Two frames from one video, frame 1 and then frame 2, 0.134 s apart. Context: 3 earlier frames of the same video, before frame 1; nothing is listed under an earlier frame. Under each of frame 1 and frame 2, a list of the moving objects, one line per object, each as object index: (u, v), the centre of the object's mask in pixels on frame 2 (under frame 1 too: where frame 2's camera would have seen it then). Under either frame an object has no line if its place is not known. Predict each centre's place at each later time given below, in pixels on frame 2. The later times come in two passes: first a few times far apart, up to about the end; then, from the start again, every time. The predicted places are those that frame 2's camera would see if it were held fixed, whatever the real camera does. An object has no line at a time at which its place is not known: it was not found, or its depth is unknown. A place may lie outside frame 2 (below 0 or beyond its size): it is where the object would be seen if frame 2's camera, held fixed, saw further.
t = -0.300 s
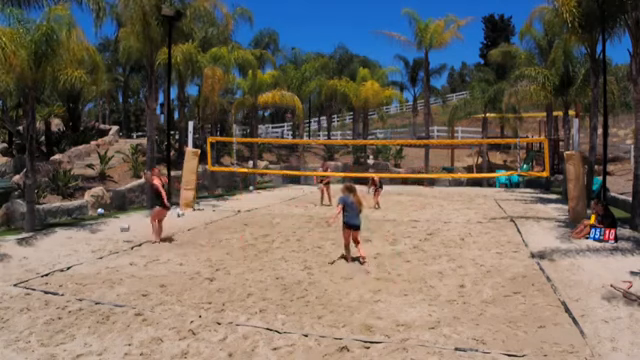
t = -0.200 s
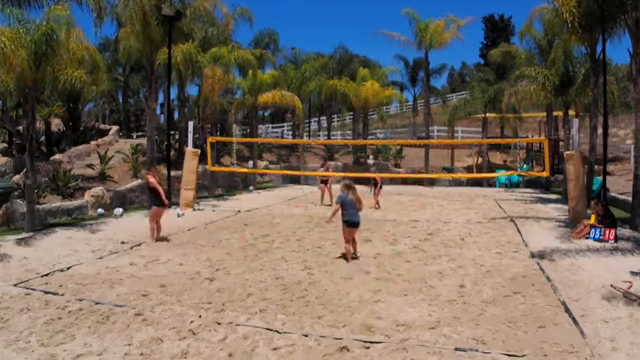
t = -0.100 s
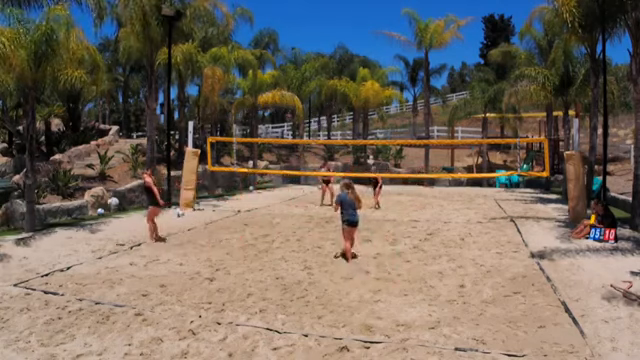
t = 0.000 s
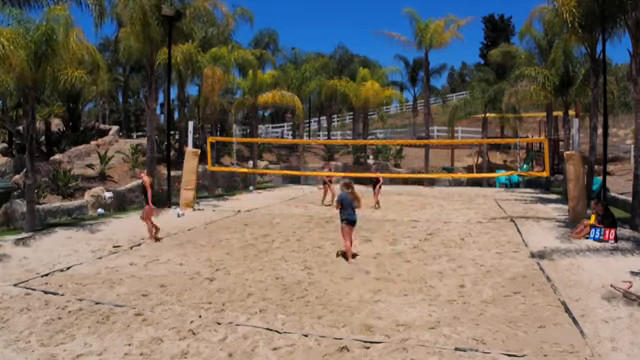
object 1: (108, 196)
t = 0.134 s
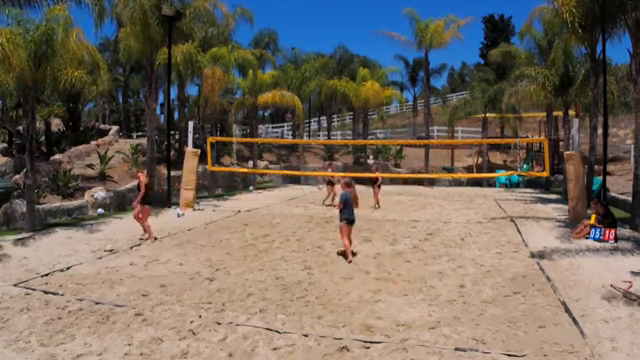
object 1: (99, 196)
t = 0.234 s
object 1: (93, 202)
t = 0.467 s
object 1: (80, 240)
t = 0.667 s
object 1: (67, 254)
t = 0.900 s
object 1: (50, 265)
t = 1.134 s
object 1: (36, 281)
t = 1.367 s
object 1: (24, 291)
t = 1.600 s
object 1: (12, 298)
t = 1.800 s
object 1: (6, 306)
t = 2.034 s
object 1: (4, 313)
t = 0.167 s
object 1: (98, 197)
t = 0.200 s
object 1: (96, 199)
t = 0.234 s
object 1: (93, 202)
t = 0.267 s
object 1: (92, 205)
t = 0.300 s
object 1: (90, 210)
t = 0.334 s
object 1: (88, 214)
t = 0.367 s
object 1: (85, 220)
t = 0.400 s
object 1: (83, 226)
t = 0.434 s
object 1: (82, 232)
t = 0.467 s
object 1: (80, 240)
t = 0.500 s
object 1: (78, 248)
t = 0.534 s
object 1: (76, 258)
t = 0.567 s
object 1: (74, 260)
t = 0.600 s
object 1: (72, 257)
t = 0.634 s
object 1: (70, 255)
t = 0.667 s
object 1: (67, 254)
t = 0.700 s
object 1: (64, 253)
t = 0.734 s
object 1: (63, 253)
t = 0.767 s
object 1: (59, 254)
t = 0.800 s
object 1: (58, 256)
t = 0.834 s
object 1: (54, 259)
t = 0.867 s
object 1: (52, 262)
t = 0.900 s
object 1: (50, 265)
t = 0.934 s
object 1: (48, 269)
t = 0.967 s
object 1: (46, 276)
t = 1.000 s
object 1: (44, 278)
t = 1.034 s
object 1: (42, 279)
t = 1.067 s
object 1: (40, 281)
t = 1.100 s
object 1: (39, 281)
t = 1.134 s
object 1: (36, 281)
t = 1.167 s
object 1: (35, 282)
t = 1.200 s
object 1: (34, 283)
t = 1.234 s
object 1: (32, 286)
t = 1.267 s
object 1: (31, 288)
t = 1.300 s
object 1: (29, 290)
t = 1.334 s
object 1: (27, 291)
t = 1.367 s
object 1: (24, 291)
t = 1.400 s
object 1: (23, 292)
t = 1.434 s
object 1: (21, 293)
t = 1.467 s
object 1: (19, 294)
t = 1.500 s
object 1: (17, 296)
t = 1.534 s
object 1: (16, 297)
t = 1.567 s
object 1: (14, 297)
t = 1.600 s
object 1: (12, 298)
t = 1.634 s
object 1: (10, 300)
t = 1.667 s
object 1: (8, 302)
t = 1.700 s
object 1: (8, 303)
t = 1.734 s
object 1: (7, 304)
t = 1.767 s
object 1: (6, 305)
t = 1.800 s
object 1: (6, 306)
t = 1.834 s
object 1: (6, 306)
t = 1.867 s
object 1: (5, 307)
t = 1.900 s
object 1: (5, 308)
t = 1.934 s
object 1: (5, 309)
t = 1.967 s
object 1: (4, 311)
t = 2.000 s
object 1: (4, 313)
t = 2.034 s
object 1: (4, 313)
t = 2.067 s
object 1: (3, 313)
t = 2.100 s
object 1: (3, 314)
